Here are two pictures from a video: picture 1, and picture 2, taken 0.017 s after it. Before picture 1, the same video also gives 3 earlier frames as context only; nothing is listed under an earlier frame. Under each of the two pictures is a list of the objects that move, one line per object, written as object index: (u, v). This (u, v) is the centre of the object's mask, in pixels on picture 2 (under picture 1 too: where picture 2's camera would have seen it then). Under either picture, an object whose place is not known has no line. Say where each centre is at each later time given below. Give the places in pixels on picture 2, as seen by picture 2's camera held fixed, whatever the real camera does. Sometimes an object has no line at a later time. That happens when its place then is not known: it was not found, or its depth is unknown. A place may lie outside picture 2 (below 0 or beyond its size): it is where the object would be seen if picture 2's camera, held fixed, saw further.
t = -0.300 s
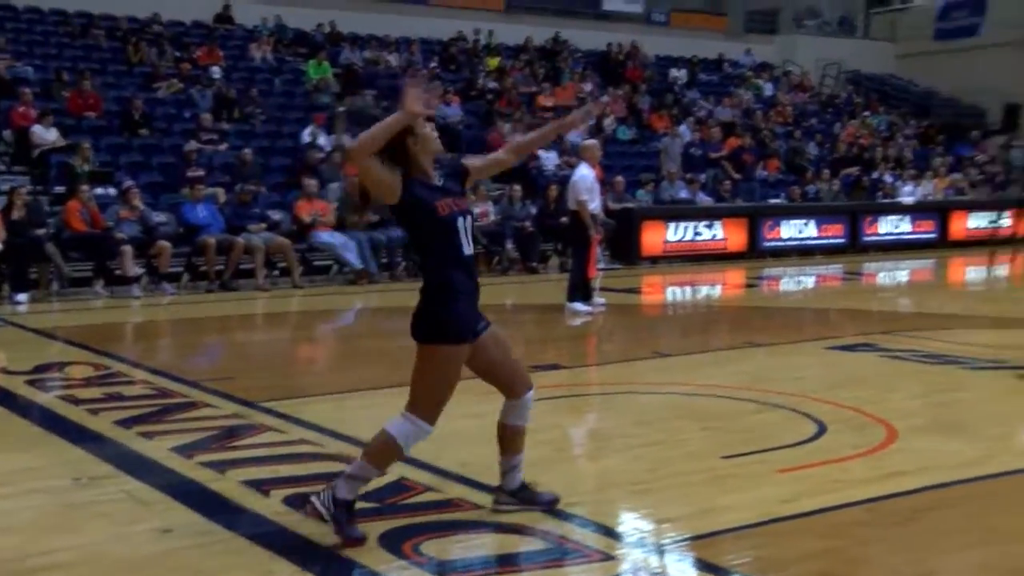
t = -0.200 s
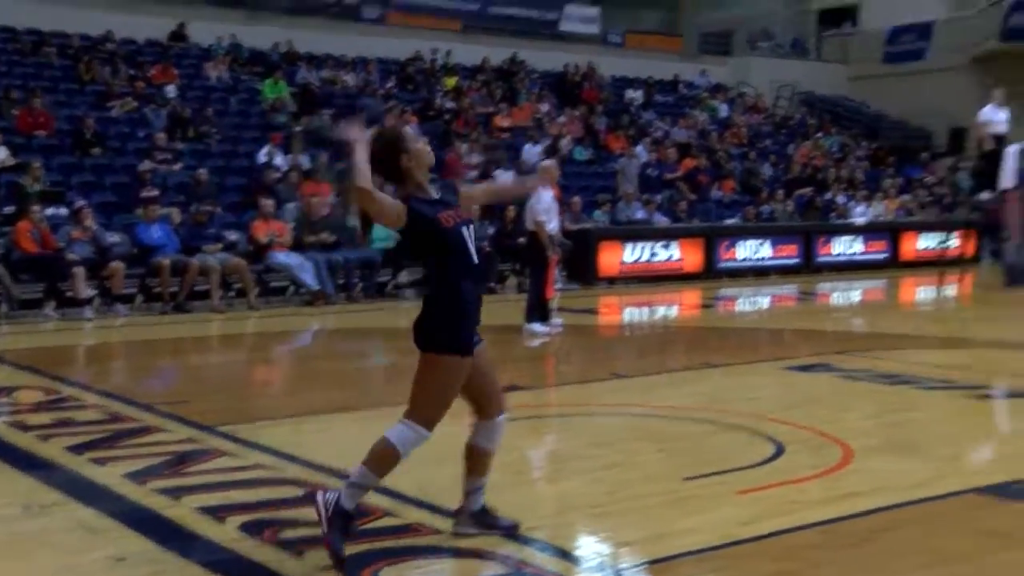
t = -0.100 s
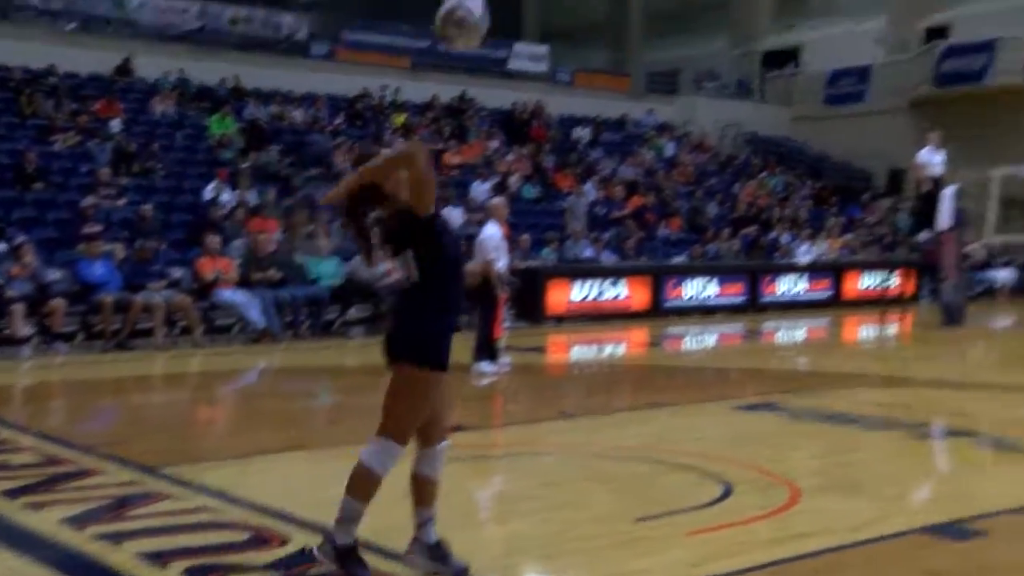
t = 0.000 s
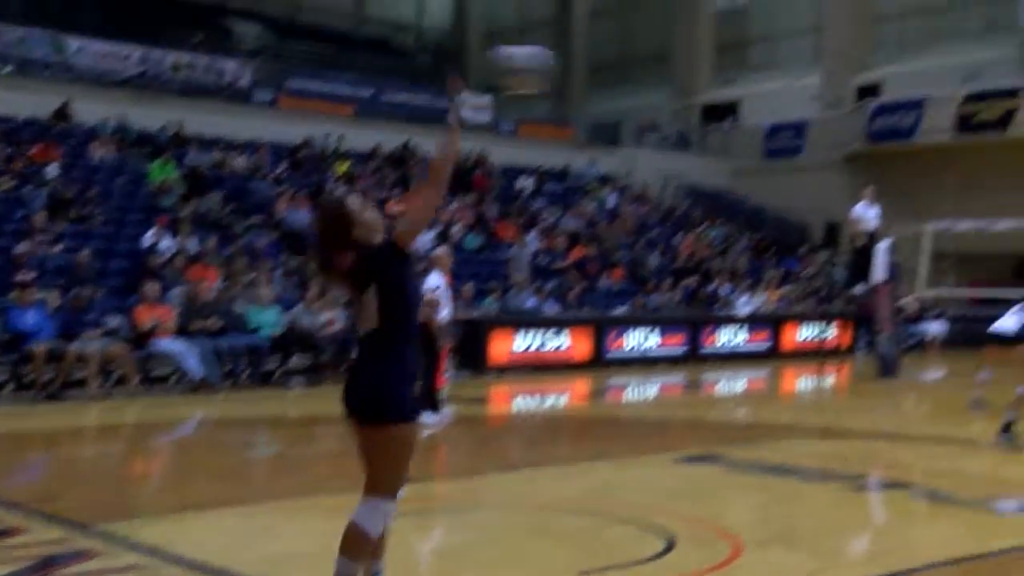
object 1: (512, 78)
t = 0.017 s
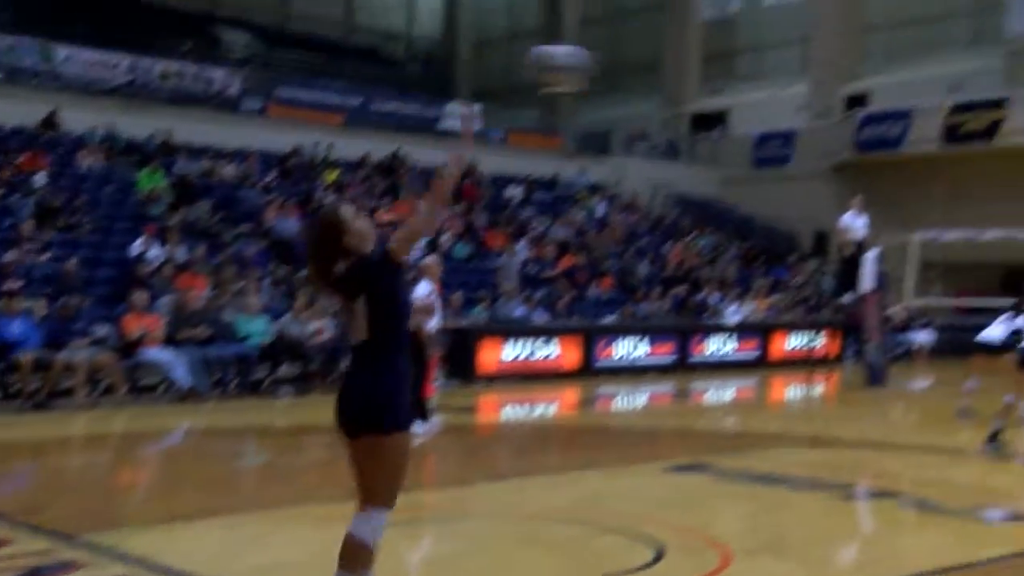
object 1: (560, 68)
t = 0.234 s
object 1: (973, 5)
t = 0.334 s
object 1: (1081, 8)
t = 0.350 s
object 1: (1095, 12)
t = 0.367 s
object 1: (1111, 13)
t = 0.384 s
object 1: (1124, 14)
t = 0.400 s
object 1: (1137, 18)
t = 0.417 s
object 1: (1151, 24)
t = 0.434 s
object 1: (1165, 28)
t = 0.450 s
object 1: (1176, 31)
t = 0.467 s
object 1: (1188, 35)
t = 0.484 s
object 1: (1199, 40)
